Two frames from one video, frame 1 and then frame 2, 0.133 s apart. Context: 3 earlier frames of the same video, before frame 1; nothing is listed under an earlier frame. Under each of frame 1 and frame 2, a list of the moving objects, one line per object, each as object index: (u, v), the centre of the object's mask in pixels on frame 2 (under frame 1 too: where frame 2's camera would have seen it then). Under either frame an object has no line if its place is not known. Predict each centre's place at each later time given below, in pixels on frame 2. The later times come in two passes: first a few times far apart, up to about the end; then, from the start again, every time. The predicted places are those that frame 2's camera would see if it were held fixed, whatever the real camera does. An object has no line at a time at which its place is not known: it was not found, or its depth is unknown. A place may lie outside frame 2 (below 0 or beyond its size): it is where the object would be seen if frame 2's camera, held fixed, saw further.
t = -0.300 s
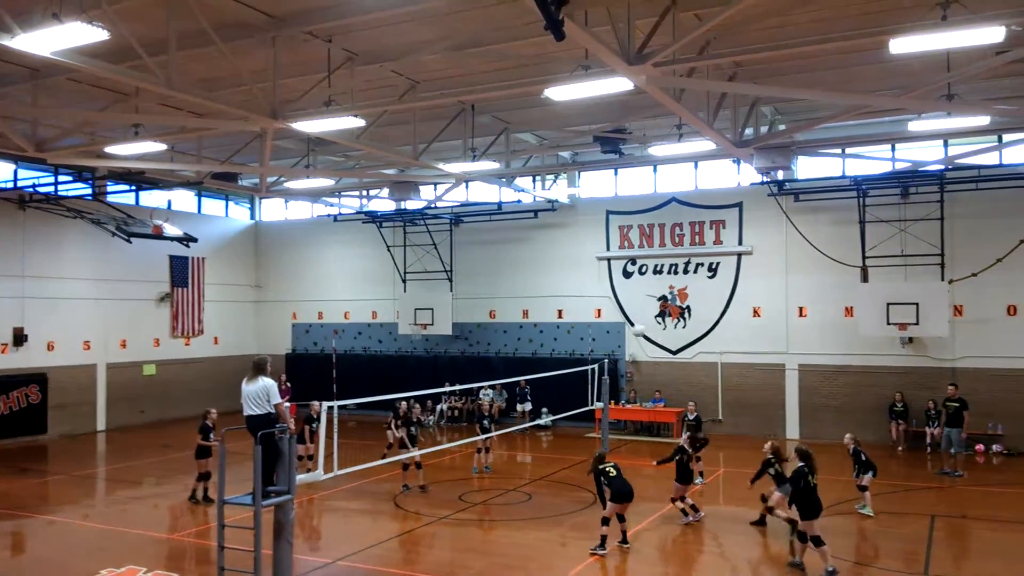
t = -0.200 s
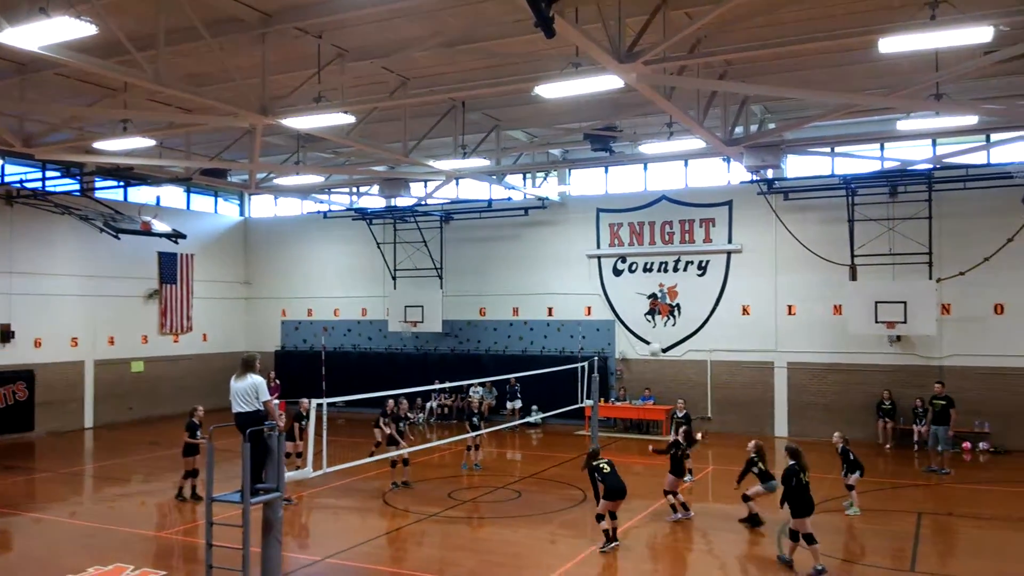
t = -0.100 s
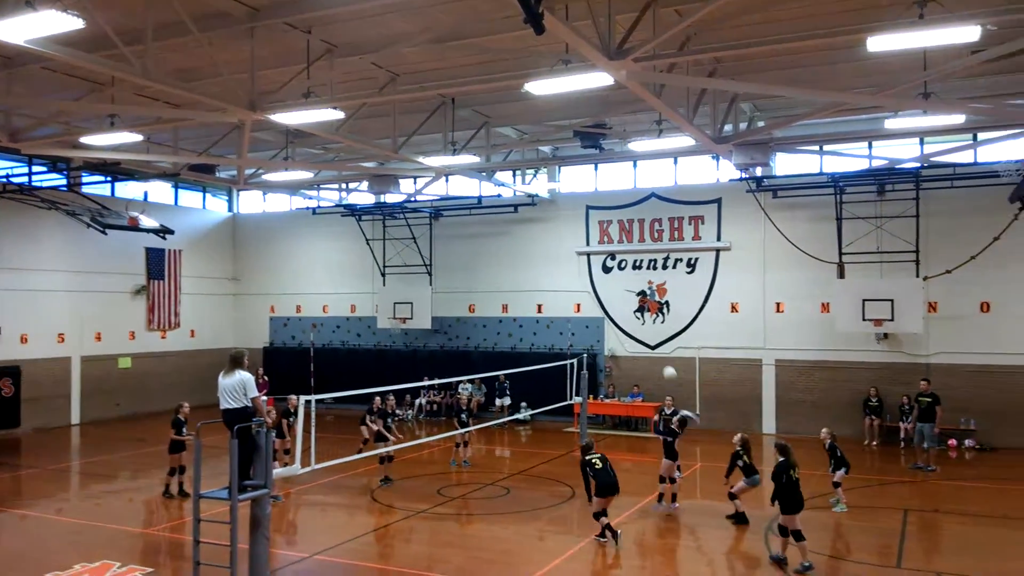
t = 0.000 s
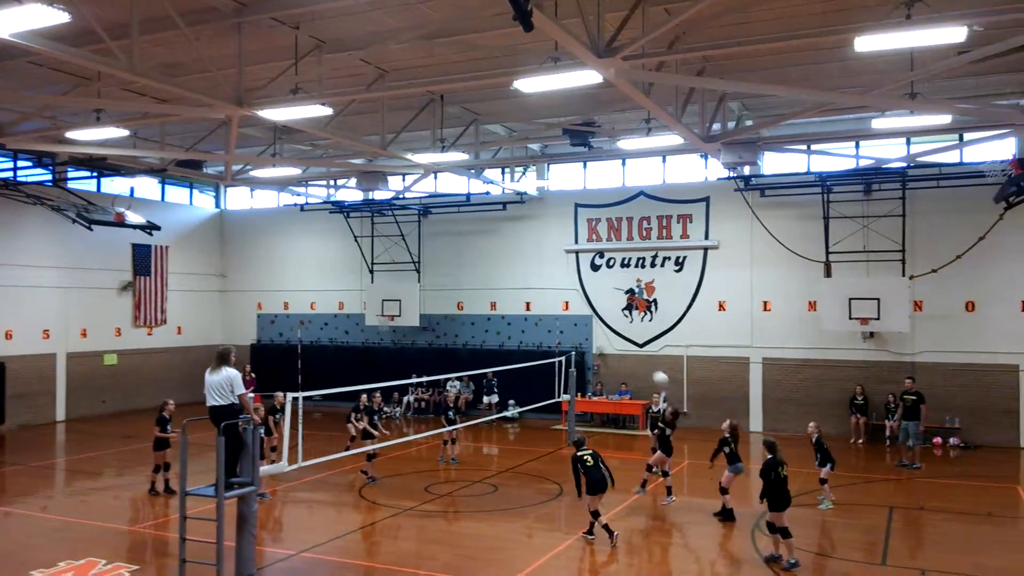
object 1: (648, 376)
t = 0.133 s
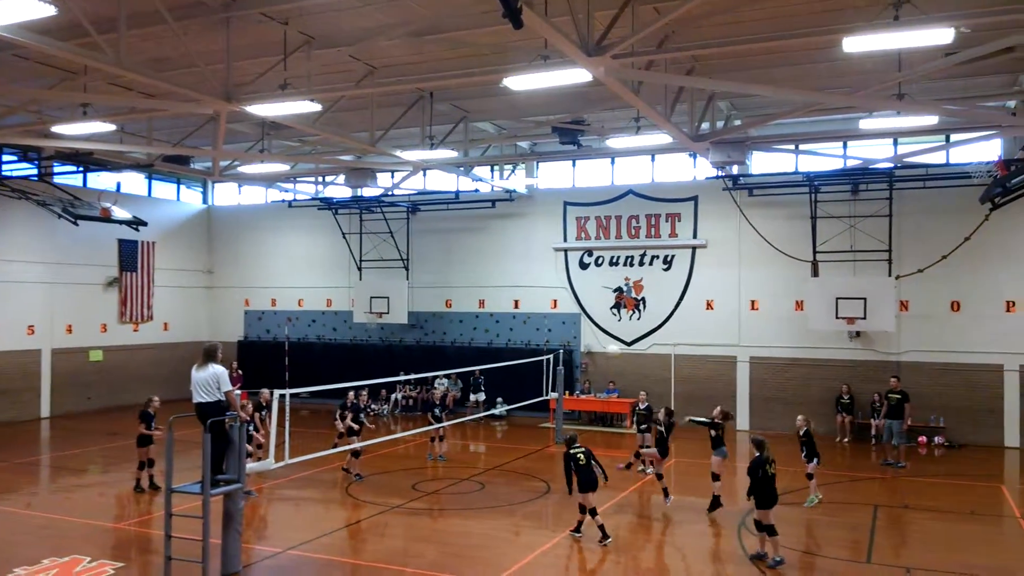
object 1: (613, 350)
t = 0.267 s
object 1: (574, 335)
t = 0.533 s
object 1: (494, 337)
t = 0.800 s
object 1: (400, 398)
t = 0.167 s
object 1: (602, 345)
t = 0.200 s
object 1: (593, 341)
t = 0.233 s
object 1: (584, 338)
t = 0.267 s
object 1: (574, 335)
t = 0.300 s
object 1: (565, 334)
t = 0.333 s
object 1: (556, 332)
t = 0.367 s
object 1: (545, 330)
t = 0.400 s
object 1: (535, 330)
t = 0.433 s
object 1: (525, 331)
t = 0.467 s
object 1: (515, 333)
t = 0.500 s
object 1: (505, 334)
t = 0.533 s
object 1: (494, 337)
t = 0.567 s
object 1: (481, 342)
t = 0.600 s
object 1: (471, 347)
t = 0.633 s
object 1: (459, 354)
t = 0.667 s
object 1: (448, 360)
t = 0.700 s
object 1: (435, 368)
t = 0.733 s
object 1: (424, 377)
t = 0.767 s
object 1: (412, 387)
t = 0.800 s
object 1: (400, 398)
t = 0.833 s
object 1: (388, 409)
